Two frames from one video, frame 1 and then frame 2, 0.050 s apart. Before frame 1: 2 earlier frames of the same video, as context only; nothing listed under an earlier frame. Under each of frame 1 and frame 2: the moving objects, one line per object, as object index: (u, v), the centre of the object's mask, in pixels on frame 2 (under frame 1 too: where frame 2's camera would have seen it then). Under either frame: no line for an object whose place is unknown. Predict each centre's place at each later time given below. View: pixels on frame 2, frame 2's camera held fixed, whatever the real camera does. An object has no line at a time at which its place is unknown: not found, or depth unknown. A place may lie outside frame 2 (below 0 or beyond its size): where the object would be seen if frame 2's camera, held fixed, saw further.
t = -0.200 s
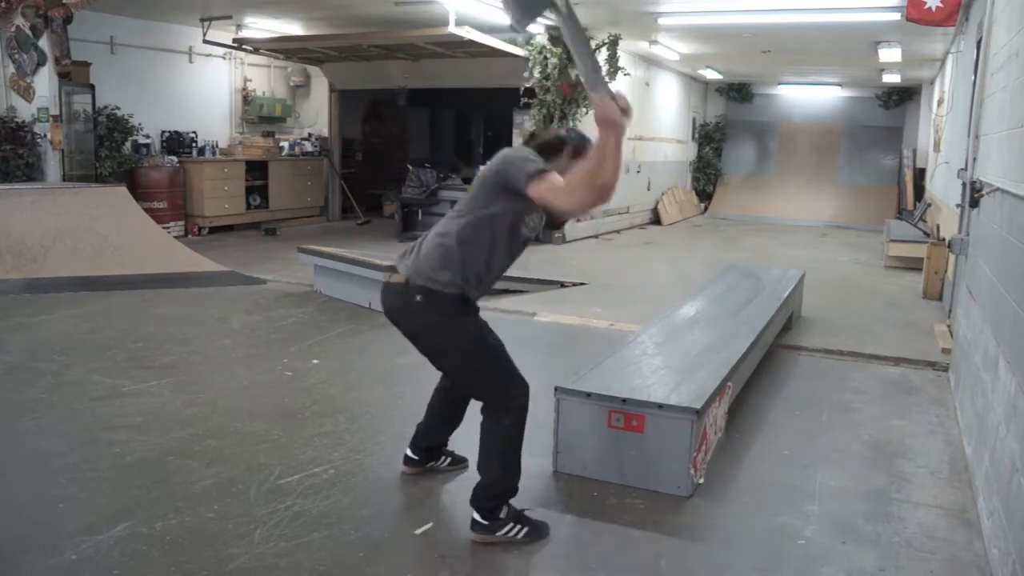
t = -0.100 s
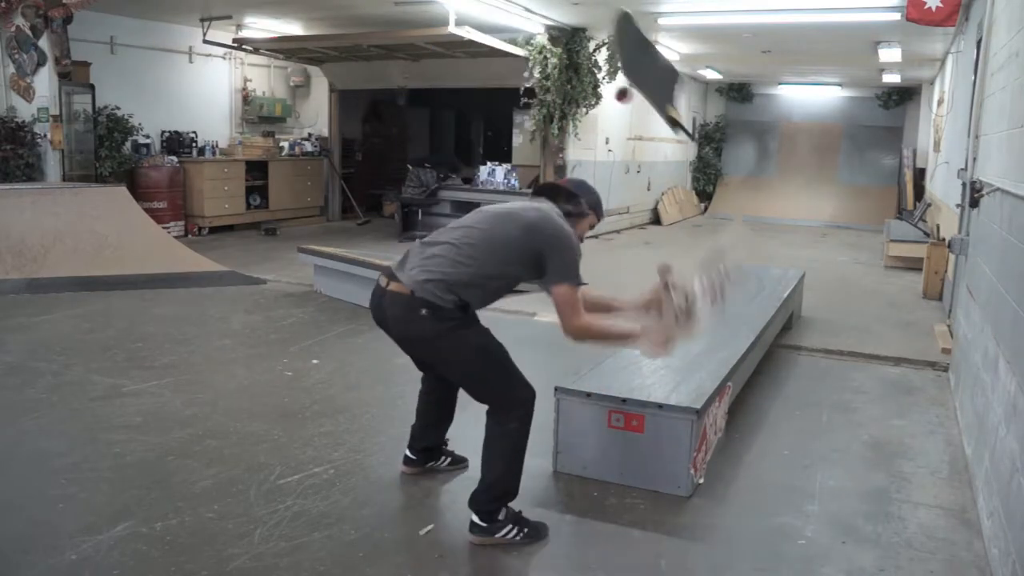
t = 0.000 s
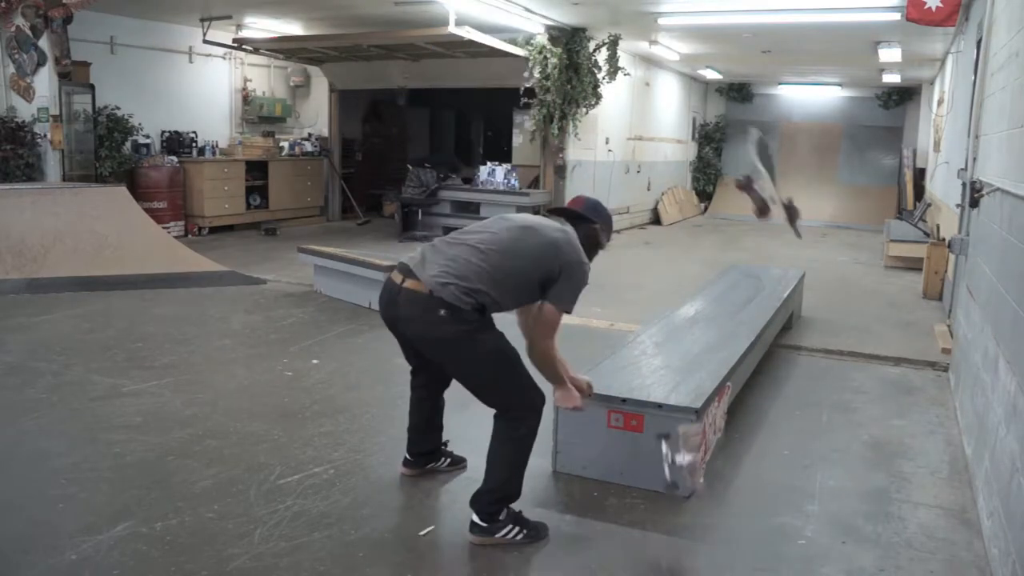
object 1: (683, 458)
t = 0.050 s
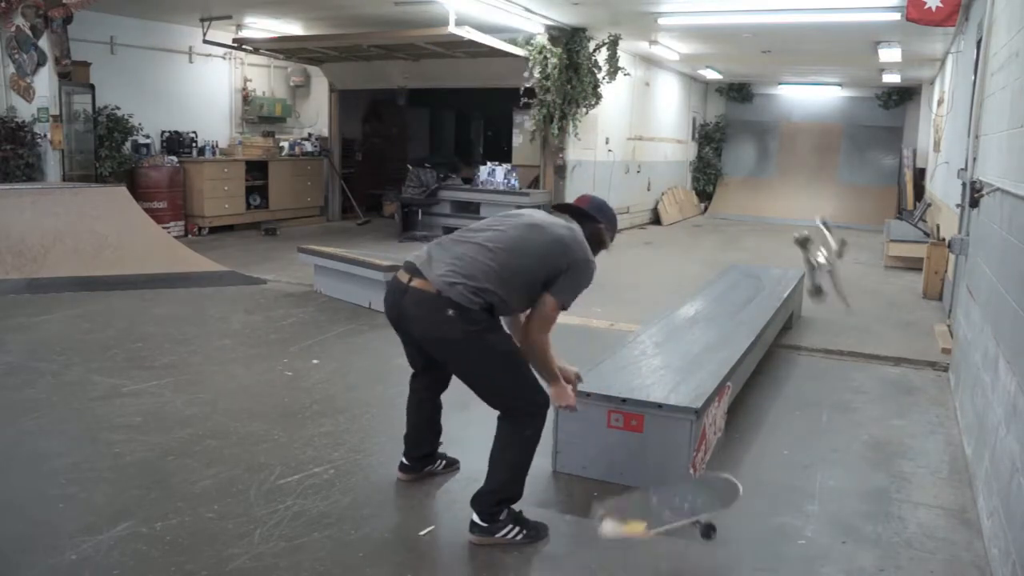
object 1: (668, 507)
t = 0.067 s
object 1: (670, 528)
